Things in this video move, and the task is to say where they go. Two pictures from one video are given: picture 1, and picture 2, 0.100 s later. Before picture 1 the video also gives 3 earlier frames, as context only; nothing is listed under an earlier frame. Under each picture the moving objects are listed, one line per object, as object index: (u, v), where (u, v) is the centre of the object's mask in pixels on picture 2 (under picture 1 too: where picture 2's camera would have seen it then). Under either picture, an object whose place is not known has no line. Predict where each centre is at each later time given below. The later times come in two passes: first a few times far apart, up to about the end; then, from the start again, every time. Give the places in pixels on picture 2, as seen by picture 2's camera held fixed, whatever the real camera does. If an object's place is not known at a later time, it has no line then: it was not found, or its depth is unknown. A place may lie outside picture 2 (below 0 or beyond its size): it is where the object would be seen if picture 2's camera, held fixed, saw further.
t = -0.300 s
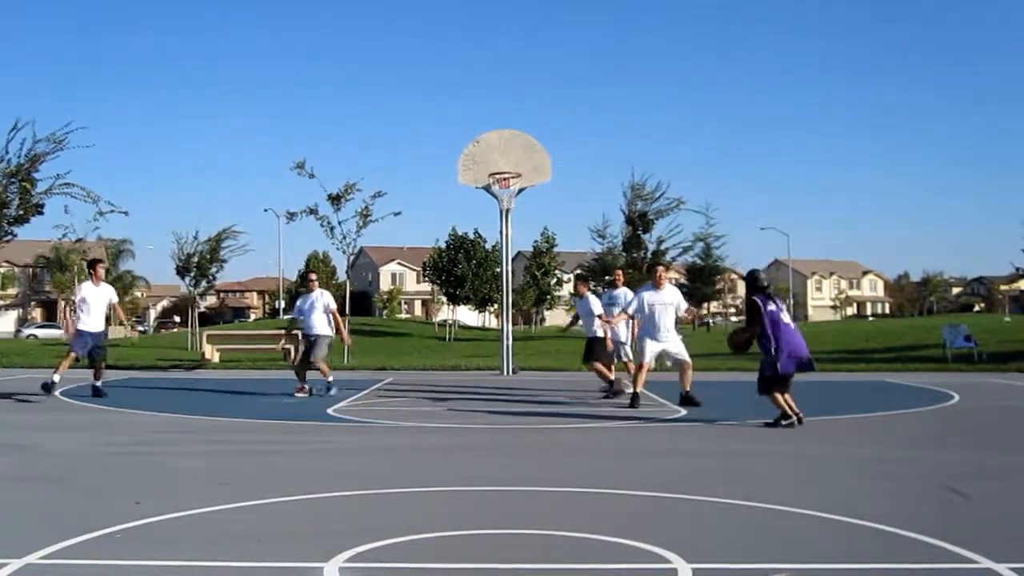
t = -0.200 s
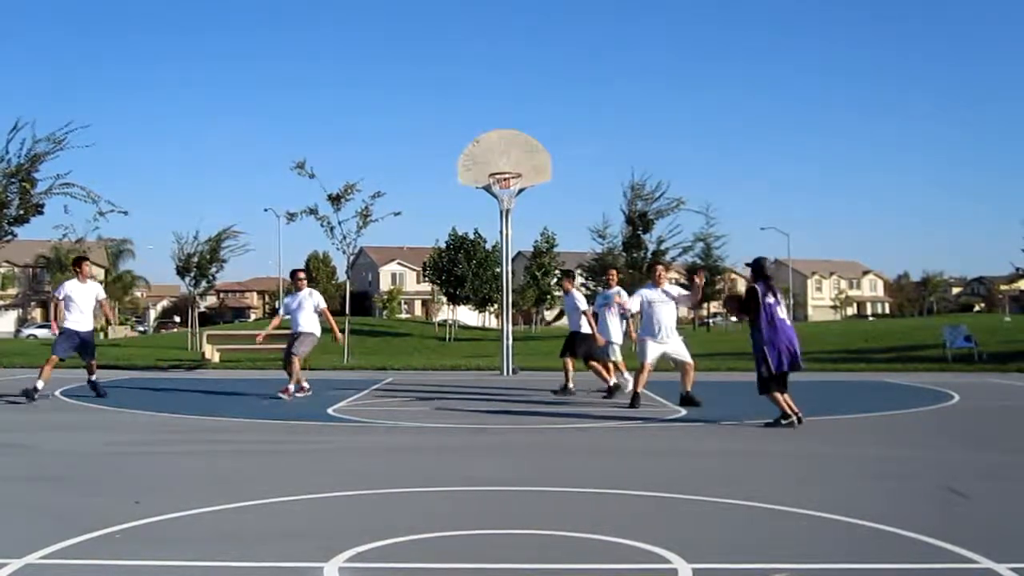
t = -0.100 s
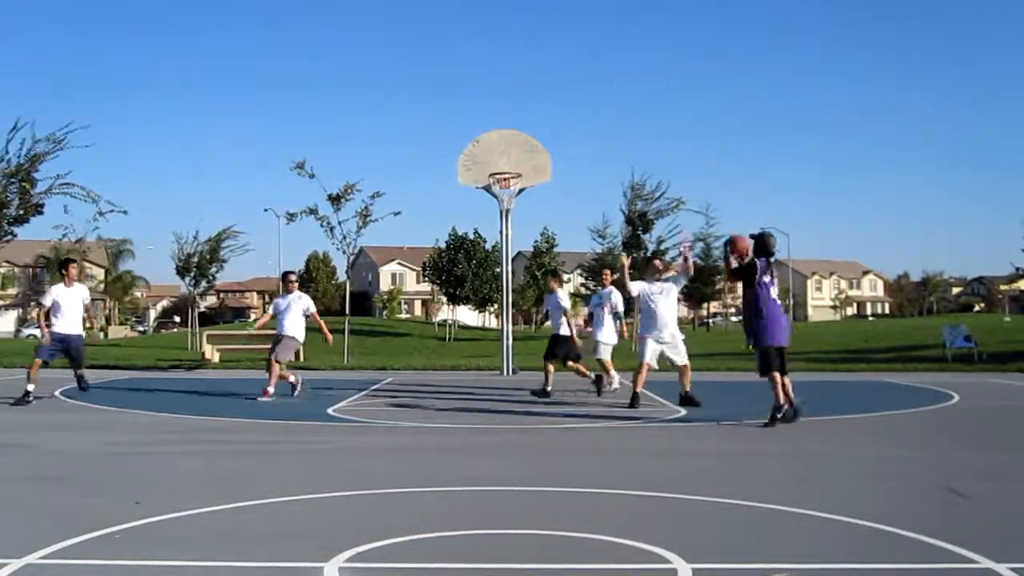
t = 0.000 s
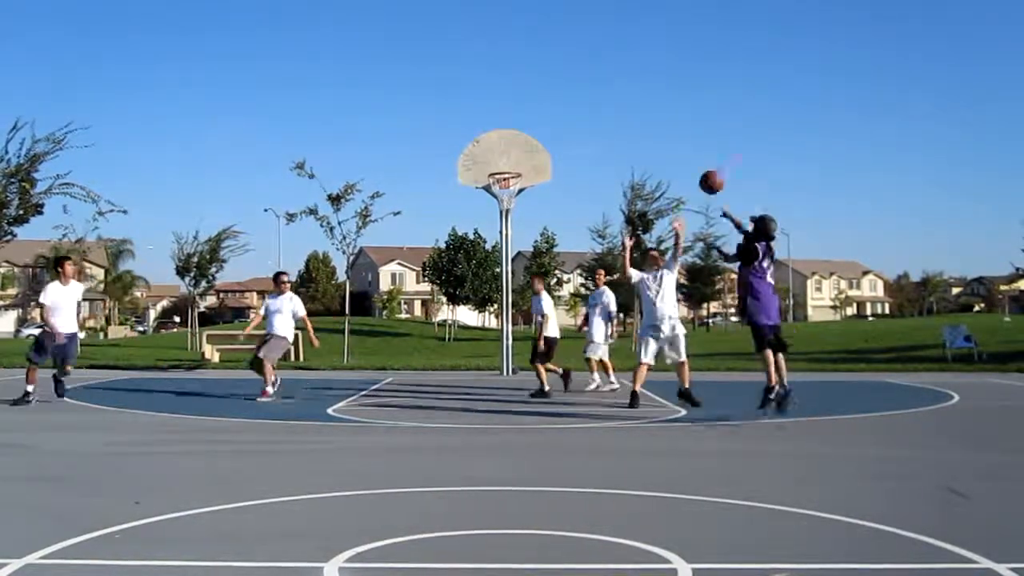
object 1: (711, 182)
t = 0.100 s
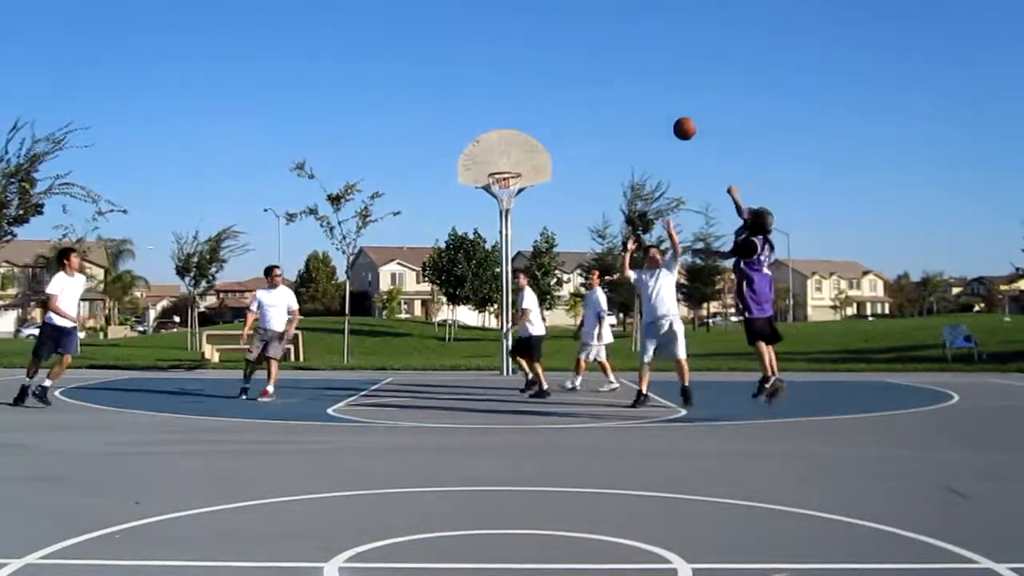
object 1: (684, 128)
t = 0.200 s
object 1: (660, 89)
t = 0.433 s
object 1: (613, 40)
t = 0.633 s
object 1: (581, 37)
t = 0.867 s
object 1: (550, 70)
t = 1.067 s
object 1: (528, 124)
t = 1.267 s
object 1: (515, 158)
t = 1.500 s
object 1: (522, 131)
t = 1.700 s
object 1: (528, 137)
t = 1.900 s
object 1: (535, 173)
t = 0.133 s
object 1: (677, 113)
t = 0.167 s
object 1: (669, 100)
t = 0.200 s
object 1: (660, 89)
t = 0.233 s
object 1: (653, 78)
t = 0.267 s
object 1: (646, 68)
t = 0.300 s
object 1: (639, 60)
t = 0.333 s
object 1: (632, 54)
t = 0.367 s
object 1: (625, 48)
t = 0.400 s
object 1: (619, 43)
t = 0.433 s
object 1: (613, 40)
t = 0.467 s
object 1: (607, 37)
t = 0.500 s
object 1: (602, 35)
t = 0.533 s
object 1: (596, 35)
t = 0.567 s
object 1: (591, 34)
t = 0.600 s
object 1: (586, 35)
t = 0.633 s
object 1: (581, 37)
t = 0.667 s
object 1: (576, 39)
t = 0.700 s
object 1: (571, 42)
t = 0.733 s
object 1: (567, 46)
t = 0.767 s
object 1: (563, 51)
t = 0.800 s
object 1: (558, 57)
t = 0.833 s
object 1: (554, 63)
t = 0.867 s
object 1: (550, 70)
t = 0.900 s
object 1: (546, 77)
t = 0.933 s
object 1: (542, 85)
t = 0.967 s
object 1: (538, 94)
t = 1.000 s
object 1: (534, 103)
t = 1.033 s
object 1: (531, 113)
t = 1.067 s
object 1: (528, 124)
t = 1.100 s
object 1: (524, 135)
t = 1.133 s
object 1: (520, 146)
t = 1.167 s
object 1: (517, 158)
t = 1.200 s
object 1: (514, 168)
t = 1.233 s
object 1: (514, 164)
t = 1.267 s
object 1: (515, 158)
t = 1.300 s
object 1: (516, 152)
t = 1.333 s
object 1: (517, 147)
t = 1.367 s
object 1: (518, 142)
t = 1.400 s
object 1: (520, 138)
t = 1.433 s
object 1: (520, 135)
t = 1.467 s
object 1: (521, 132)
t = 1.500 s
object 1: (522, 131)
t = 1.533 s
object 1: (523, 130)
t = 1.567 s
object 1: (524, 130)
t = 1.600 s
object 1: (525, 130)
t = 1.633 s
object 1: (526, 132)
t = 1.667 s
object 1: (527, 134)
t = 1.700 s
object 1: (528, 137)
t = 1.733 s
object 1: (529, 141)
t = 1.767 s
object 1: (531, 145)
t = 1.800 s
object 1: (531, 151)
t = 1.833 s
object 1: (532, 157)
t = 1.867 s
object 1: (534, 165)
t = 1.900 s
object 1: (535, 173)
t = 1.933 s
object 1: (537, 182)
